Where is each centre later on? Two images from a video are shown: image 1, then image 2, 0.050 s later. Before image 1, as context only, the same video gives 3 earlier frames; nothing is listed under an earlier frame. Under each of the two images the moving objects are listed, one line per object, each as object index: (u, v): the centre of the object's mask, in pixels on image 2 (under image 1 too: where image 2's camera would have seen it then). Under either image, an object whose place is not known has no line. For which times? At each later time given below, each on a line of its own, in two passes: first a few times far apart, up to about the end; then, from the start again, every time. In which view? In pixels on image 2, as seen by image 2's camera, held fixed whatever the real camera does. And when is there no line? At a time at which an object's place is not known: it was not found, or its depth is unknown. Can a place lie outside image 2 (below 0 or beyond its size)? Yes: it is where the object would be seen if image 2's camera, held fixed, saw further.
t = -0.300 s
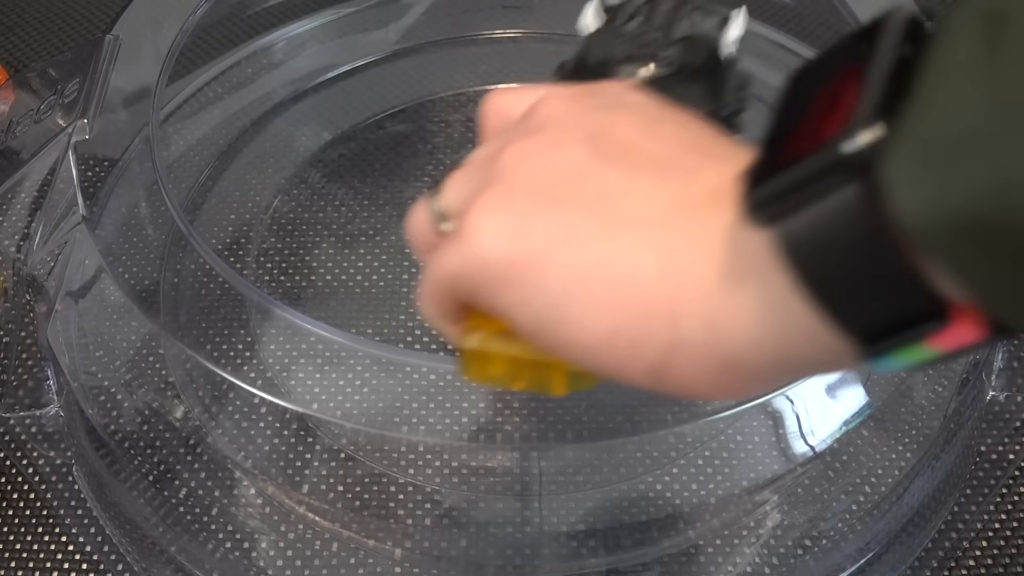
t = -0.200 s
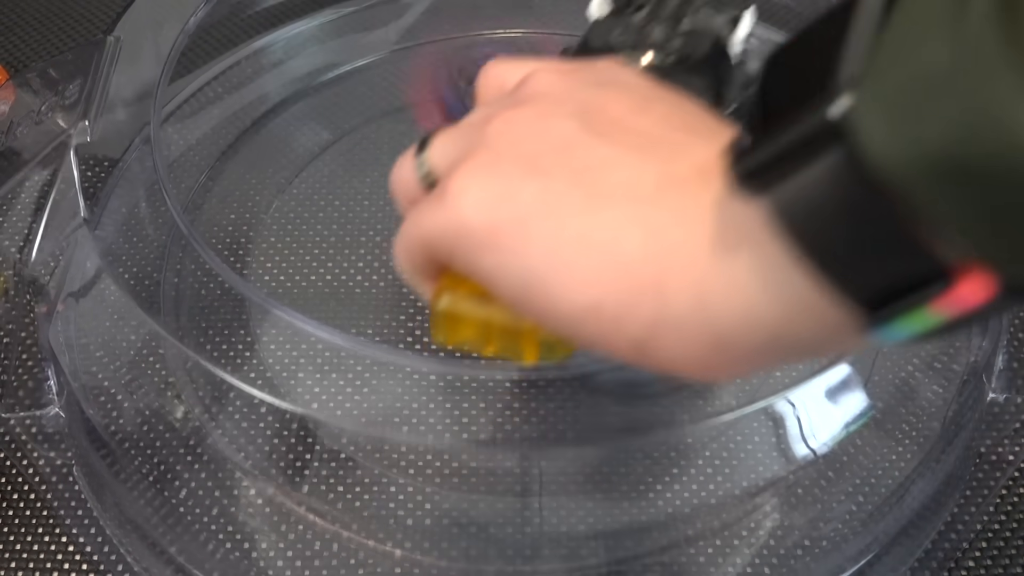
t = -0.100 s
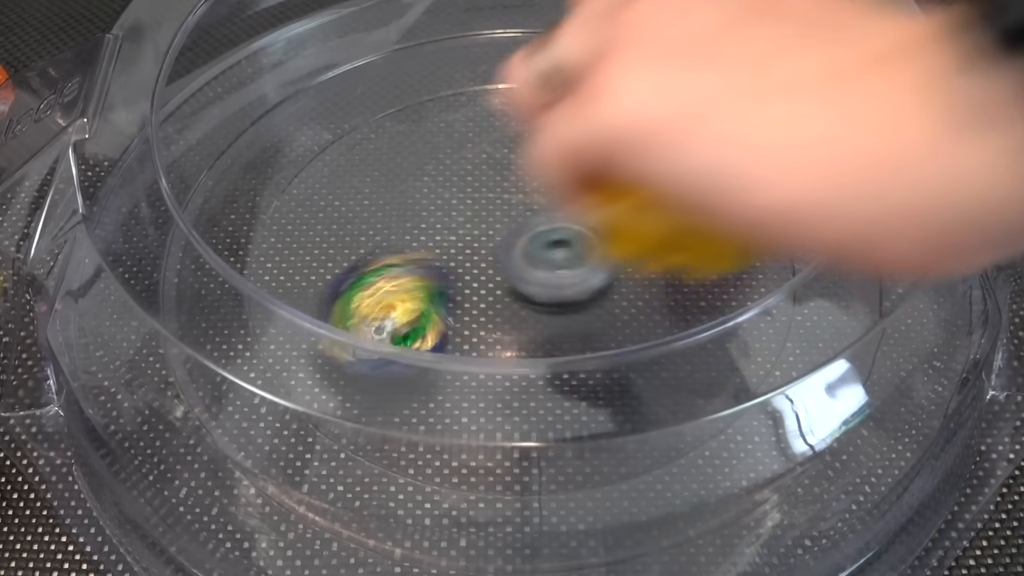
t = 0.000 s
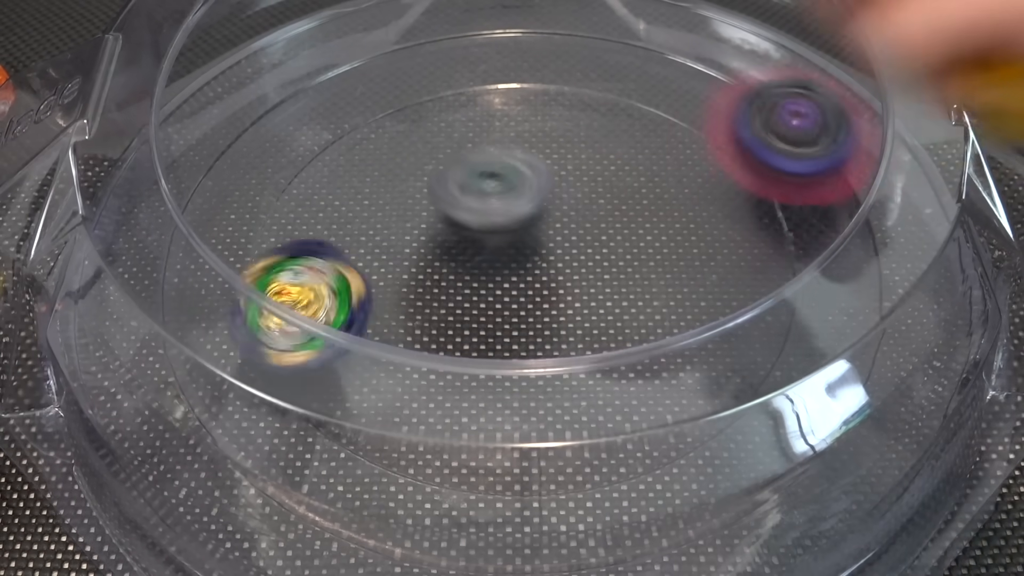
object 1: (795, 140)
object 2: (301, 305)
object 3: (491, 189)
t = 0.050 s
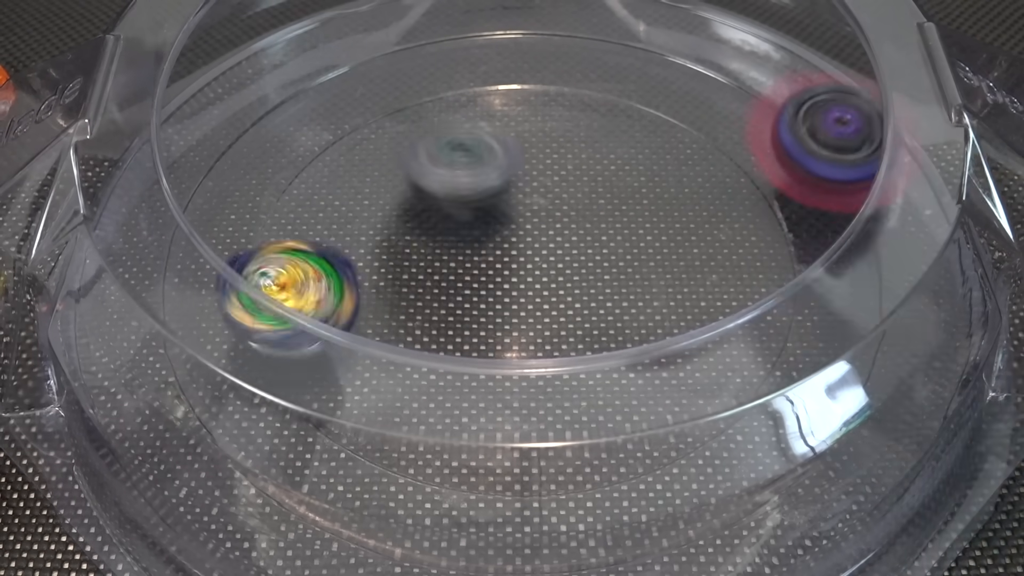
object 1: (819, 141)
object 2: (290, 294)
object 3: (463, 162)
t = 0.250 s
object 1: (802, 165)
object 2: (345, 258)
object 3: (380, 138)
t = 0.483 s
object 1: (789, 112)
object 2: (514, 313)
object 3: (472, 160)
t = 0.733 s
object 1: (738, 73)
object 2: (541, 317)
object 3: (637, 224)
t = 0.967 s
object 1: (733, 70)
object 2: (438, 306)
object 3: (699, 183)
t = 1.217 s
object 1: (718, 61)
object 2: (461, 272)
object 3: (562, 198)
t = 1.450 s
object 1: (714, 63)
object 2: (467, 274)
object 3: (559, 169)
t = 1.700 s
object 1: (737, 71)
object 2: (479, 294)
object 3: (567, 95)
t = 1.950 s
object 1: (778, 101)
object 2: (512, 262)
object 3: (374, 130)
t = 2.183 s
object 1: (801, 124)
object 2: (563, 229)
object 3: (513, 314)
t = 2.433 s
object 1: (796, 158)
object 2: (558, 236)
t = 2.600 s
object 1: (780, 150)
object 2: (526, 262)
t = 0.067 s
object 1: (821, 139)
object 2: (291, 291)
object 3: (453, 151)
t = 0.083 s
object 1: (822, 140)
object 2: (292, 288)
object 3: (443, 145)
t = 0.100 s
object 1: (823, 145)
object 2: (294, 283)
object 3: (435, 142)
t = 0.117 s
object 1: (822, 147)
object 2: (296, 280)
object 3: (428, 136)
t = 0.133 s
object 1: (822, 151)
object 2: (305, 270)
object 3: (419, 130)
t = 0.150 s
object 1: (820, 154)
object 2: (309, 269)
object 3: (413, 129)
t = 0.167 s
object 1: (816, 162)
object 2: (311, 268)
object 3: (405, 128)
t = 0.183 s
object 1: (812, 164)
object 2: (315, 268)
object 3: (399, 126)
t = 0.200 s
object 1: (810, 162)
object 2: (318, 265)
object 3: (394, 129)
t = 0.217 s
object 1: (806, 165)
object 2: (325, 263)
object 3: (388, 130)
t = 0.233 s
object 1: (804, 164)
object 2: (335, 260)
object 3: (384, 134)
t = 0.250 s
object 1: (802, 165)
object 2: (345, 258)
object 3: (380, 138)
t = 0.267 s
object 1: (801, 165)
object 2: (354, 256)
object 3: (377, 144)
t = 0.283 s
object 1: (799, 163)
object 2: (368, 254)
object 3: (376, 152)
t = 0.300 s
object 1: (798, 162)
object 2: (379, 255)
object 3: (375, 157)
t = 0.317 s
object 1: (798, 159)
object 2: (390, 263)
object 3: (381, 152)
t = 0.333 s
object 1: (799, 156)
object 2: (401, 267)
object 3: (387, 149)
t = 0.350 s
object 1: (798, 152)
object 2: (415, 273)
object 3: (395, 146)
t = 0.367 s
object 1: (798, 146)
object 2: (430, 282)
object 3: (402, 144)
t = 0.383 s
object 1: (799, 142)
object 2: (440, 290)
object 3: (412, 143)
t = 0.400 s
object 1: (800, 137)
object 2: (453, 297)
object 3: (421, 143)
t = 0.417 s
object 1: (802, 130)
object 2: (467, 300)
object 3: (431, 144)
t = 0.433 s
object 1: (802, 124)
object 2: (480, 302)
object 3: (442, 147)
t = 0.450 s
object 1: (801, 120)
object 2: (493, 305)
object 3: (452, 150)
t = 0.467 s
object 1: (797, 115)
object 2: (506, 310)
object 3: (463, 155)
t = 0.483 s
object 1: (789, 112)
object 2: (514, 313)
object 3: (472, 160)
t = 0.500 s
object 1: (783, 108)
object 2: (524, 316)
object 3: (486, 168)
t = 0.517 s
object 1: (775, 105)
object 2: (532, 315)
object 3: (495, 174)
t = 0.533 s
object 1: (771, 102)
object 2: (540, 314)
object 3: (508, 183)
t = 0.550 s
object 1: (769, 97)
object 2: (547, 313)
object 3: (518, 192)
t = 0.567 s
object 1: (767, 93)
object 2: (553, 313)
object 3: (530, 202)
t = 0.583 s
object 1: (763, 89)
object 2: (558, 314)
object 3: (540, 211)
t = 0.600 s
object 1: (760, 87)
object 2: (559, 318)
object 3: (549, 220)
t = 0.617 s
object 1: (753, 84)
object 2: (563, 325)
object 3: (563, 220)
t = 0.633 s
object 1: (750, 83)
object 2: (560, 317)
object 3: (578, 221)
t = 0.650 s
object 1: (746, 80)
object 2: (555, 317)
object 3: (590, 219)
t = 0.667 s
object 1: (745, 78)
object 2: (554, 317)
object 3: (603, 221)
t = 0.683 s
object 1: (743, 76)
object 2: (549, 325)
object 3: (614, 223)
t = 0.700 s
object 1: (741, 74)
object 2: (546, 331)
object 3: (622, 222)
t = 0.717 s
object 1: (740, 73)
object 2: (548, 322)
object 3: (631, 223)
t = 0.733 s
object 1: (738, 73)
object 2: (541, 317)
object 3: (637, 224)
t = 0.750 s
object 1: (737, 72)
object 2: (543, 317)
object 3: (642, 226)
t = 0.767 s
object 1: (737, 71)
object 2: (537, 323)
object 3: (645, 227)
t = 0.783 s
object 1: (737, 71)
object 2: (533, 326)
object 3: (646, 228)
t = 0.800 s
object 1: (736, 71)
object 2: (534, 316)
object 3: (646, 230)
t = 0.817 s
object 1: (736, 71)
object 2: (531, 309)
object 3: (645, 231)
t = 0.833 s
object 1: (735, 70)
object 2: (533, 307)
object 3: (642, 233)
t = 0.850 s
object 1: (734, 70)
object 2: (530, 311)
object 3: (637, 235)
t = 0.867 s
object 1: (735, 70)
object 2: (528, 311)
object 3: (632, 236)
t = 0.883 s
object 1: (734, 70)
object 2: (505, 312)
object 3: (640, 226)
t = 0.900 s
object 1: (735, 70)
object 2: (488, 306)
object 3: (656, 218)
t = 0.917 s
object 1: (735, 70)
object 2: (475, 305)
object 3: (670, 212)
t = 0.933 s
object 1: (734, 70)
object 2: (462, 306)
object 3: (682, 201)
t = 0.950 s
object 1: (733, 70)
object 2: (450, 307)
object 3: (692, 191)
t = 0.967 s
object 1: (733, 70)
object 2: (438, 306)
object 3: (699, 183)
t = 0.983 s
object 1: (733, 70)
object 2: (429, 303)
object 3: (705, 173)
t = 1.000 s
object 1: (733, 68)
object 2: (423, 298)
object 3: (709, 168)
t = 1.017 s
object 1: (733, 67)
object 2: (419, 293)
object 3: (710, 164)
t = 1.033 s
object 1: (734, 65)
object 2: (420, 291)
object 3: (707, 163)
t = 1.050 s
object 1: (730, 63)
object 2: (421, 288)
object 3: (701, 163)
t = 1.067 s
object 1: (725, 66)
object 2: (423, 286)
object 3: (692, 166)
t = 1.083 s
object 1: (723, 65)
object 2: (427, 283)
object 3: (682, 169)
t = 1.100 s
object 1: (723, 64)
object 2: (430, 281)
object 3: (671, 172)
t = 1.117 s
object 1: (722, 63)
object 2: (432, 279)
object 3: (657, 176)
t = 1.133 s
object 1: (722, 62)
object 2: (436, 278)
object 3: (642, 180)
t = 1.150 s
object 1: (721, 61)
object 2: (441, 276)
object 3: (626, 185)
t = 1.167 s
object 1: (720, 61)
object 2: (448, 272)
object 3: (609, 190)
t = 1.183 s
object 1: (718, 61)
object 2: (455, 269)
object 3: (590, 194)
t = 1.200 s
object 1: (718, 62)
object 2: (462, 269)
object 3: (570, 200)
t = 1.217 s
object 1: (718, 61)
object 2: (461, 272)
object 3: (562, 198)
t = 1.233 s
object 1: (718, 61)
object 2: (457, 269)
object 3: (559, 198)
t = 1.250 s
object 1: (718, 61)
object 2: (453, 268)
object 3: (559, 197)
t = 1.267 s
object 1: (718, 61)
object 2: (451, 270)
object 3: (557, 195)
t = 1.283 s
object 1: (718, 60)
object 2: (451, 271)
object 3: (555, 195)
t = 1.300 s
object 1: (718, 60)
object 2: (451, 271)
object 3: (551, 192)
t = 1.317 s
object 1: (718, 61)
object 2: (453, 272)
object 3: (550, 190)
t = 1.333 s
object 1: (717, 61)
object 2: (451, 274)
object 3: (553, 189)
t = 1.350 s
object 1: (716, 62)
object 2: (453, 276)
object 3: (557, 182)
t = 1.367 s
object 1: (716, 62)
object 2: (453, 276)
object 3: (559, 176)
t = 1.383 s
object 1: (716, 62)
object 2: (456, 276)
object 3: (560, 175)
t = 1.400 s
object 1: (715, 62)
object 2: (459, 276)
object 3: (561, 171)
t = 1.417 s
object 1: (714, 63)
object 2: (460, 275)
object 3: (561, 167)
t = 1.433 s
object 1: (714, 63)
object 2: (462, 275)
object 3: (561, 166)
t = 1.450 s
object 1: (714, 63)
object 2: (467, 274)
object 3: (559, 169)
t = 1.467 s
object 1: (713, 64)
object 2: (471, 272)
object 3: (556, 166)
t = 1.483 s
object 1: (712, 64)
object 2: (476, 271)
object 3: (553, 168)
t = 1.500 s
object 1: (711, 65)
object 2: (481, 270)
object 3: (549, 170)
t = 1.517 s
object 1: (711, 65)
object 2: (487, 270)
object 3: (546, 172)
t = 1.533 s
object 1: (710, 65)
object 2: (488, 270)
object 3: (548, 171)
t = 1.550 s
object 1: (708, 66)
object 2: (487, 271)
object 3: (552, 168)
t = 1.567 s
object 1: (708, 67)
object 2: (483, 274)
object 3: (565, 156)
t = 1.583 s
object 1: (708, 67)
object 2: (481, 278)
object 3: (577, 145)
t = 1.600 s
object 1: (707, 68)
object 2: (479, 284)
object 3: (586, 136)
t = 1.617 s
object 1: (707, 68)
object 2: (478, 288)
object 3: (594, 125)
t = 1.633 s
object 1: (709, 68)
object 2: (478, 291)
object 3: (598, 118)
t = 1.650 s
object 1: (715, 69)
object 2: (476, 293)
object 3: (593, 111)
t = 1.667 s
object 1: (722, 70)
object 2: (477, 293)
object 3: (586, 105)
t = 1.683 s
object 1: (731, 69)
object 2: (478, 293)
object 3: (577, 101)
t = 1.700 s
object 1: (737, 71)
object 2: (479, 294)
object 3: (567, 95)
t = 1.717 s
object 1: (741, 73)
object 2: (482, 293)
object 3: (557, 93)
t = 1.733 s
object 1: (744, 78)
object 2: (483, 292)
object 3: (545, 90)
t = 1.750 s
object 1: (746, 81)
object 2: (482, 291)
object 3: (532, 88)
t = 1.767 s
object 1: (750, 82)
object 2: (483, 290)
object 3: (519, 88)
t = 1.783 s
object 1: (754, 84)
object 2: (483, 289)
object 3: (504, 87)
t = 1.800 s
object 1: (758, 86)
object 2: (483, 286)
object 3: (490, 88)
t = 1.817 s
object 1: (762, 87)
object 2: (486, 284)
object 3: (475, 91)
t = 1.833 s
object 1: (764, 90)
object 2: (489, 281)
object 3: (461, 91)
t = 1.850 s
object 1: (765, 91)
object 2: (491, 279)
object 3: (445, 95)
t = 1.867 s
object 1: (766, 94)
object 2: (493, 277)
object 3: (430, 99)
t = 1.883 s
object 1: (770, 94)
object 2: (498, 273)
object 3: (418, 104)
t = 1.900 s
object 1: (773, 96)
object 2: (501, 271)
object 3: (404, 110)
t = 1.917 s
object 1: (774, 97)
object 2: (504, 269)
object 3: (392, 115)
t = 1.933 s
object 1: (776, 99)
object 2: (509, 266)
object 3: (382, 122)
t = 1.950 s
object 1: (778, 101)
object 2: (512, 262)
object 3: (374, 130)
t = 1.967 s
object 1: (780, 103)
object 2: (514, 261)
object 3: (368, 141)
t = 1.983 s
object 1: (781, 106)
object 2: (518, 258)
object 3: (364, 149)
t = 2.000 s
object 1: (784, 107)
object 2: (523, 254)
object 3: (364, 161)
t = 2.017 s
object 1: (786, 109)
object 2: (526, 252)
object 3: (365, 173)
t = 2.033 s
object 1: (789, 110)
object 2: (530, 250)
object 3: (369, 187)
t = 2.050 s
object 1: (791, 111)
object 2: (535, 247)
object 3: (377, 200)
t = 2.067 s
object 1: (792, 113)
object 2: (538, 245)
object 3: (386, 215)
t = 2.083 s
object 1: (794, 115)
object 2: (541, 244)
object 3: (400, 233)
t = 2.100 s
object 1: (796, 116)
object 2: (545, 242)
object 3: (417, 249)
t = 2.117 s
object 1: (797, 117)
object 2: (552, 239)
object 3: (436, 268)
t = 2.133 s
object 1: (798, 119)
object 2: (556, 236)
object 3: (452, 282)
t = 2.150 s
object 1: (800, 121)
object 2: (560, 233)
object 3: (471, 298)
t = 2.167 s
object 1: (801, 122)
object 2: (563, 231)
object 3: (491, 307)
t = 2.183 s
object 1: (801, 124)
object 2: (563, 229)
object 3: (513, 314)
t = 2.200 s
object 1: (802, 125)
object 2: (562, 228)
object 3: (536, 319)
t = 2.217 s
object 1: (802, 127)
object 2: (563, 228)
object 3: (563, 335)
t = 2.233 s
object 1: (803, 130)
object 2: (564, 229)
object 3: (586, 340)
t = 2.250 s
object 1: (803, 133)
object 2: (564, 229)
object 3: (612, 345)
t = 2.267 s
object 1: (804, 135)
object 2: (563, 229)
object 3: (637, 347)
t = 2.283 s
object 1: (804, 137)
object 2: (562, 230)
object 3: (664, 353)
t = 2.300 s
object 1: (804, 138)
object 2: (561, 231)
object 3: (685, 347)
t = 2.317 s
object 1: (804, 141)
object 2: (561, 231)
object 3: (709, 344)
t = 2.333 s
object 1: (803, 142)
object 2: (561, 232)
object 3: (732, 338)
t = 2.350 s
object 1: (802, 145)
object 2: (561, 233)
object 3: (750, 334)
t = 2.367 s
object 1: (801, 147)
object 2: (561, 233)
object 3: (768, 328)
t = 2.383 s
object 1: (801, 150)
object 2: (561, 234)
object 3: (785, 319)
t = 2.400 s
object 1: (799, 153)
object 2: (560, 234)
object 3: (798, 307)
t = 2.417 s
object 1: (798, 156)
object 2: (559, 235)
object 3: (811, 296)
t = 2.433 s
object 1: (796, 158)
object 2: (558, 236)
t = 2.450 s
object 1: (794, 160)
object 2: (556, 238)
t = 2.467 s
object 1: (792, 160)
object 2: (554, 240)
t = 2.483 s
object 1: (789, 160)
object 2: (552, 243)
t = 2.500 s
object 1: (784, 162)
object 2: (551, 246)
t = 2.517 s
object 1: (781, 162)
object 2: (548, 249)
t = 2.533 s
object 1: (782, 161)
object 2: (545, 252)
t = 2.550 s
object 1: (783, 157)
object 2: (540, 255)
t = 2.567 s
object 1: (782, 155)
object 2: (536, 257)
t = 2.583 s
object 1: (781, 152)
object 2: (531, 260)
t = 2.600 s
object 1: (780, 150)
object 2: (526, 262)
